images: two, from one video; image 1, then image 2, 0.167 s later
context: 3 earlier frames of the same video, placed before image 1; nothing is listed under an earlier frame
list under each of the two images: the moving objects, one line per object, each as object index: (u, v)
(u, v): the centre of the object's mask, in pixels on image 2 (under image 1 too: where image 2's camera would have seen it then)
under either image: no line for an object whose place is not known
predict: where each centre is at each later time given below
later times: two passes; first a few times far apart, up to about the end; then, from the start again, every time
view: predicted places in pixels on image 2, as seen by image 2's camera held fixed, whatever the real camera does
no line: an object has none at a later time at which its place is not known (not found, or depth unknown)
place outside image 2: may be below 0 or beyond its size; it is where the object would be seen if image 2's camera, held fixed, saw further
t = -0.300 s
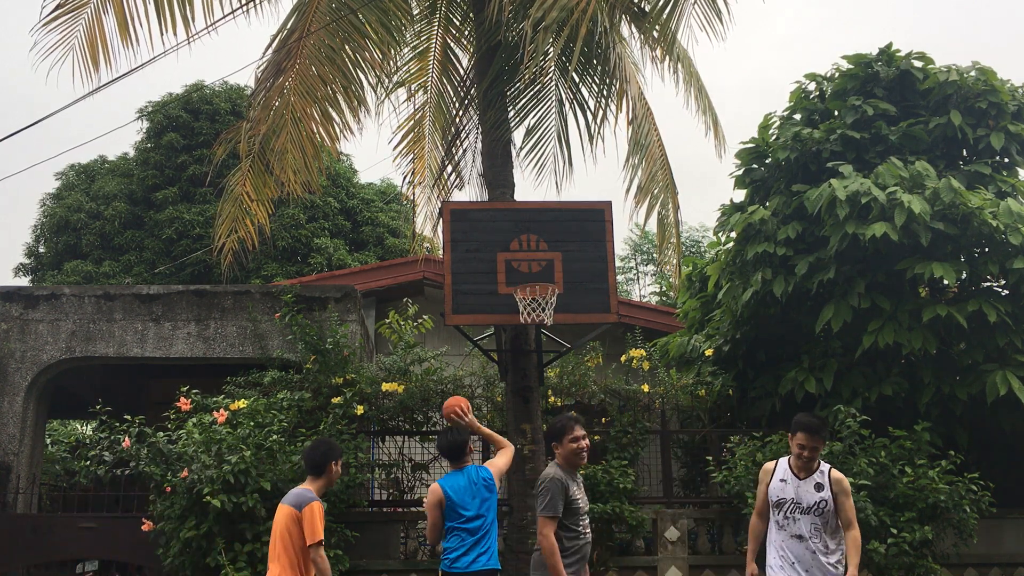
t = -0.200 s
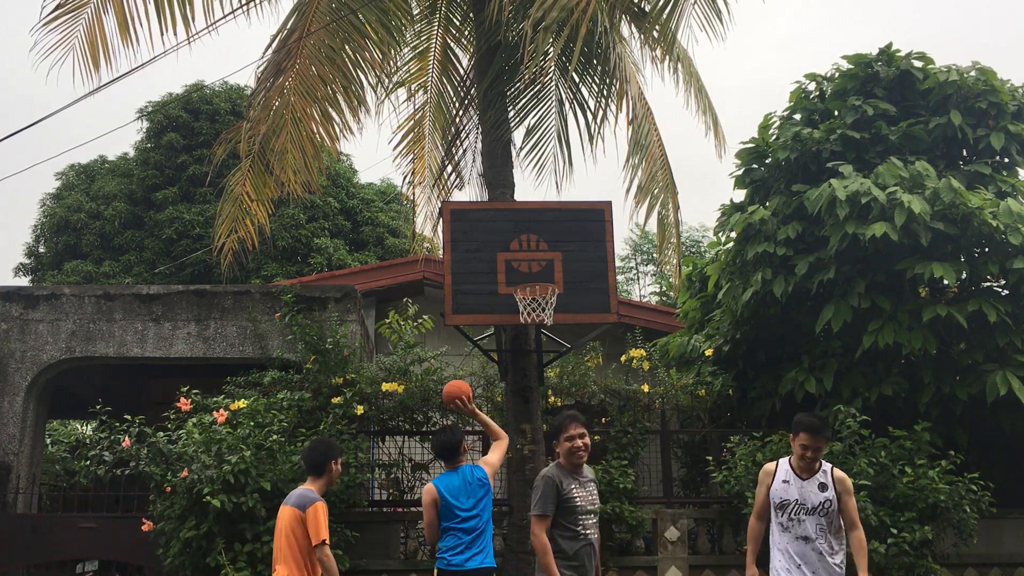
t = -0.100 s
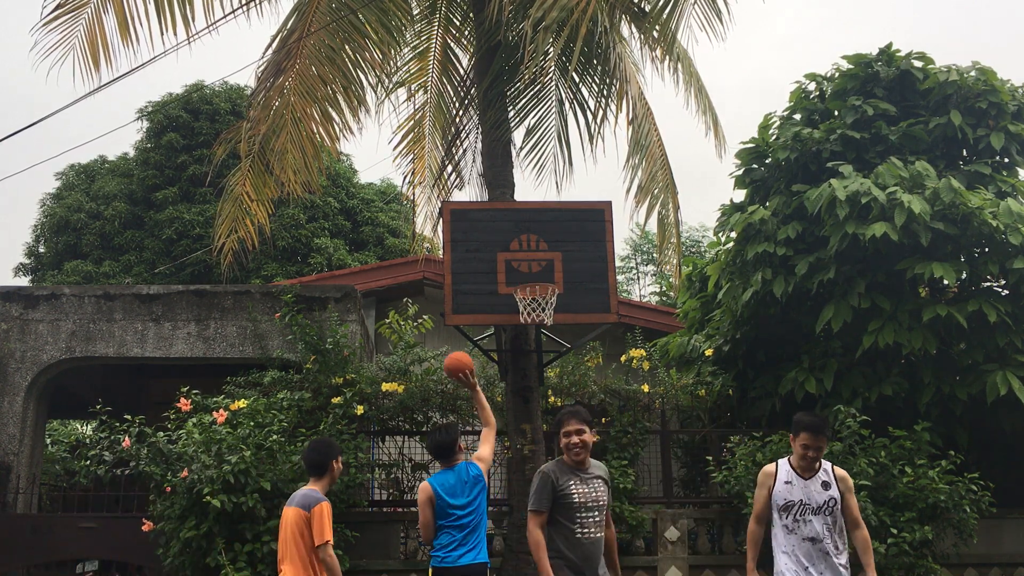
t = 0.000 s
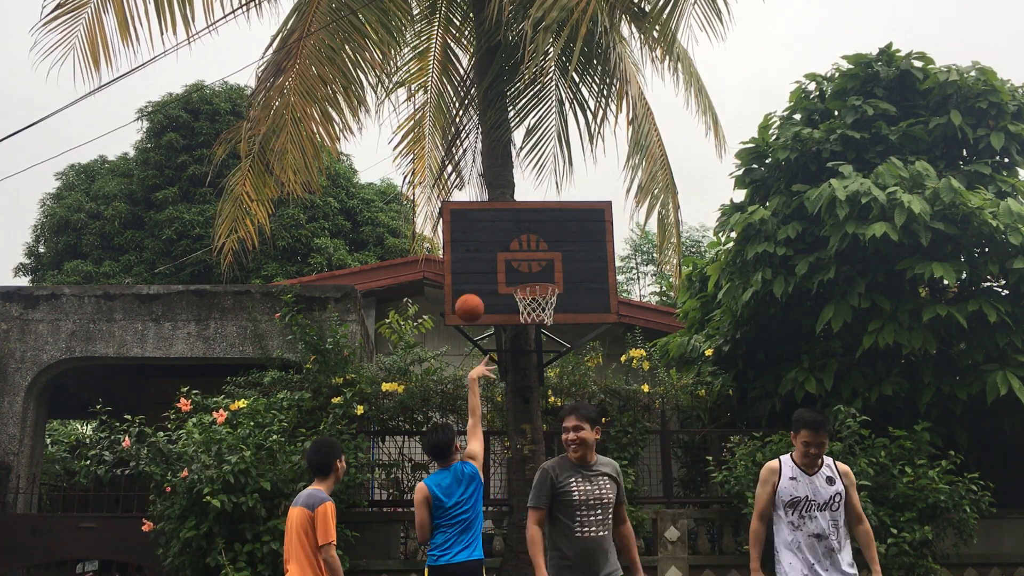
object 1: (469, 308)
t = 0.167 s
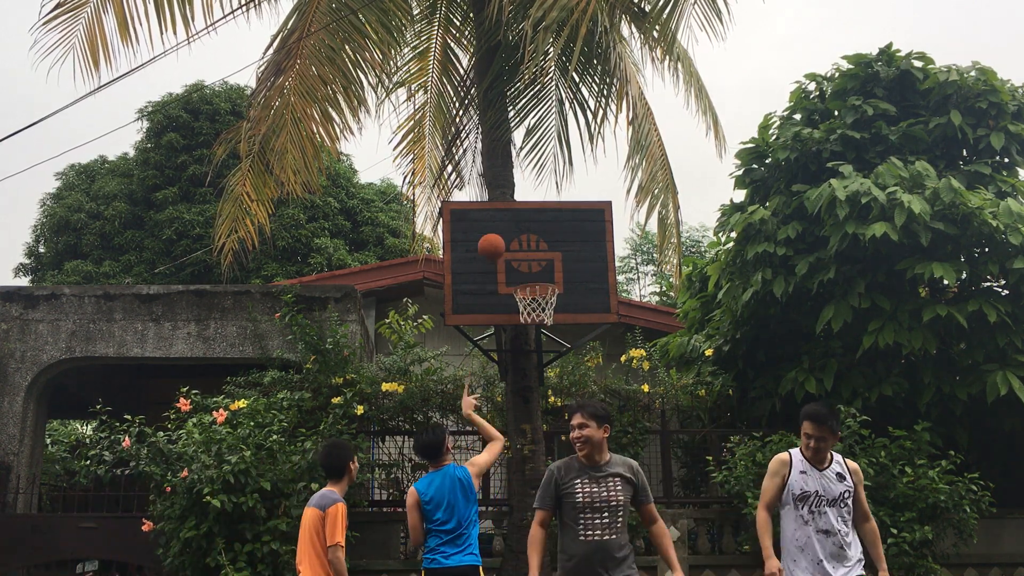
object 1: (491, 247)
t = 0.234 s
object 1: (500, 234)
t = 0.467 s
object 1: (528, 235)
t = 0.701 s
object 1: (568, 272)
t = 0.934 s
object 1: (625, 309)
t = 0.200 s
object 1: (495, 239)
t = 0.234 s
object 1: (500, 234)
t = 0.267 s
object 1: (503, 231)
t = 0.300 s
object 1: (507, 229)
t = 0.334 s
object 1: (511, 228)
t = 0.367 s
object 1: (515, 229)
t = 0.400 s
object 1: (518, 232)
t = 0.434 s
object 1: (523, 234)
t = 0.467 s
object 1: (528, 235)
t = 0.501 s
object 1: (533, 238)
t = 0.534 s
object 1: (539, 243)
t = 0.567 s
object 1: (544, 250)
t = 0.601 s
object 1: (550, 258)
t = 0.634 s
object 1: (555, 269)
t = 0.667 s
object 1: (560, 273)
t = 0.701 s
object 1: (568, 272)
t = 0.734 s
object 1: (576, 272)
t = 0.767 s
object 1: (583, 274)
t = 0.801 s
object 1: (591, 277)
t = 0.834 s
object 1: (599, 282)
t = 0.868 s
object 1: (607, 289)
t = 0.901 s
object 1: (616, 298)
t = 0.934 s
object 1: (625, 309)
